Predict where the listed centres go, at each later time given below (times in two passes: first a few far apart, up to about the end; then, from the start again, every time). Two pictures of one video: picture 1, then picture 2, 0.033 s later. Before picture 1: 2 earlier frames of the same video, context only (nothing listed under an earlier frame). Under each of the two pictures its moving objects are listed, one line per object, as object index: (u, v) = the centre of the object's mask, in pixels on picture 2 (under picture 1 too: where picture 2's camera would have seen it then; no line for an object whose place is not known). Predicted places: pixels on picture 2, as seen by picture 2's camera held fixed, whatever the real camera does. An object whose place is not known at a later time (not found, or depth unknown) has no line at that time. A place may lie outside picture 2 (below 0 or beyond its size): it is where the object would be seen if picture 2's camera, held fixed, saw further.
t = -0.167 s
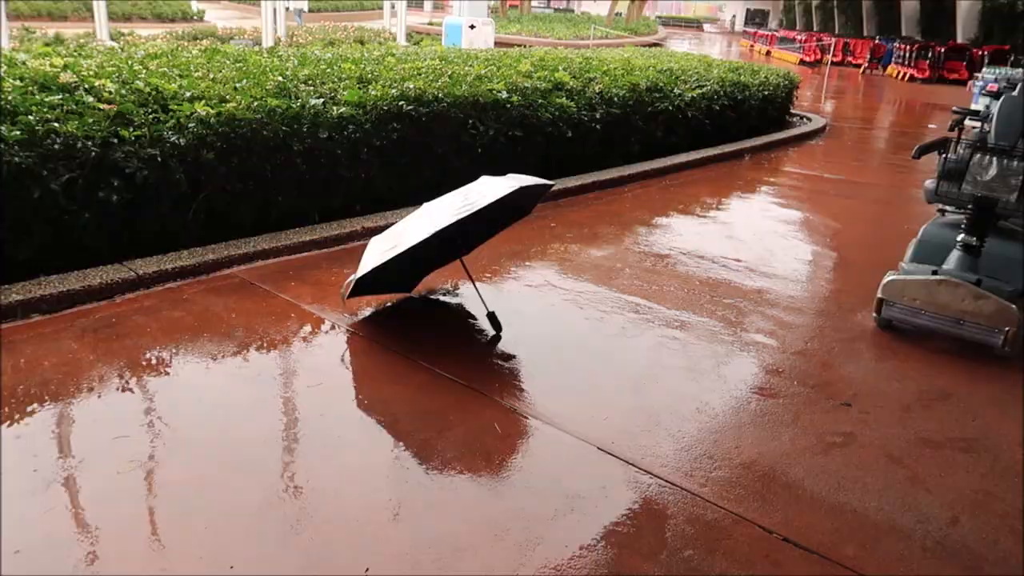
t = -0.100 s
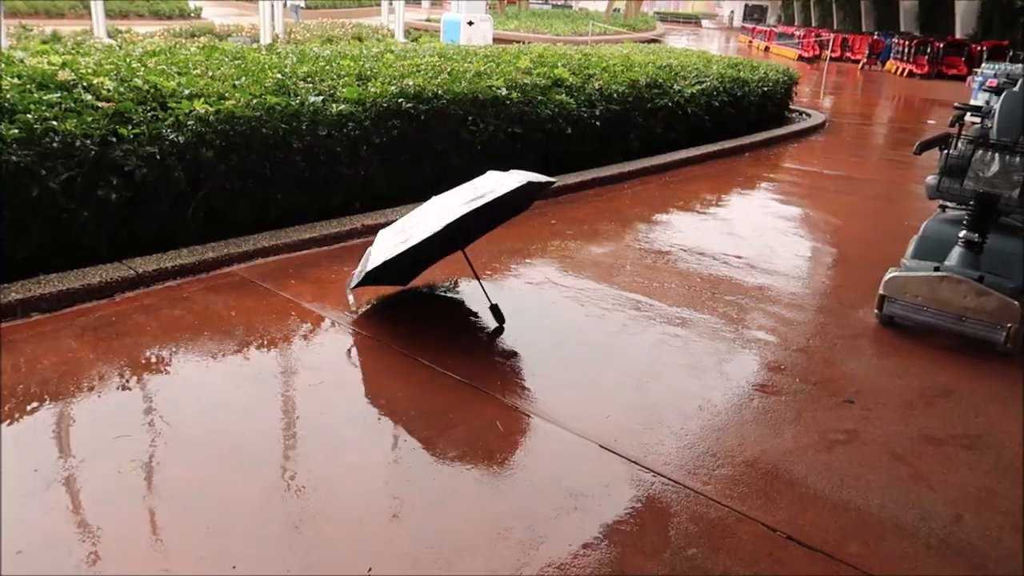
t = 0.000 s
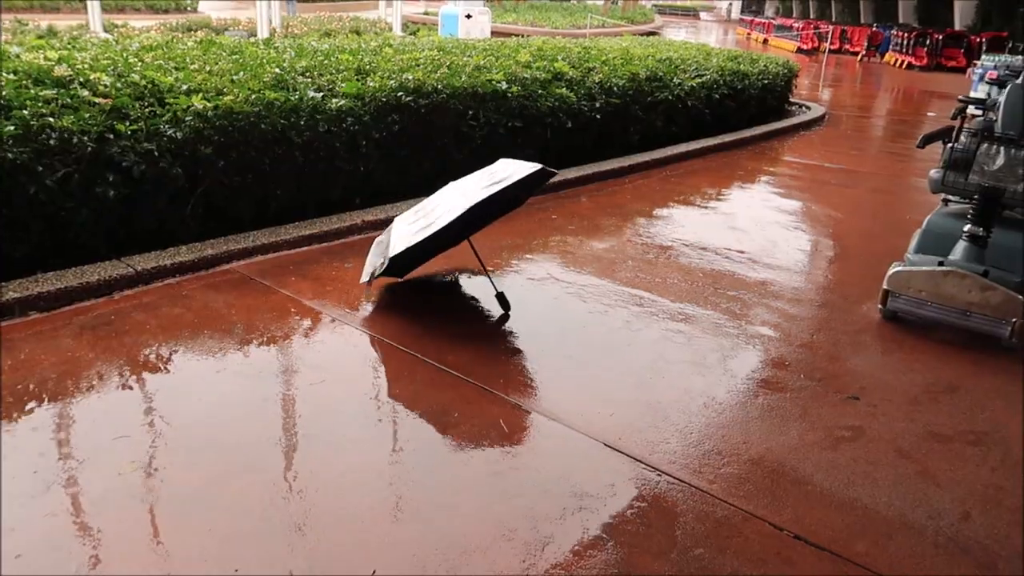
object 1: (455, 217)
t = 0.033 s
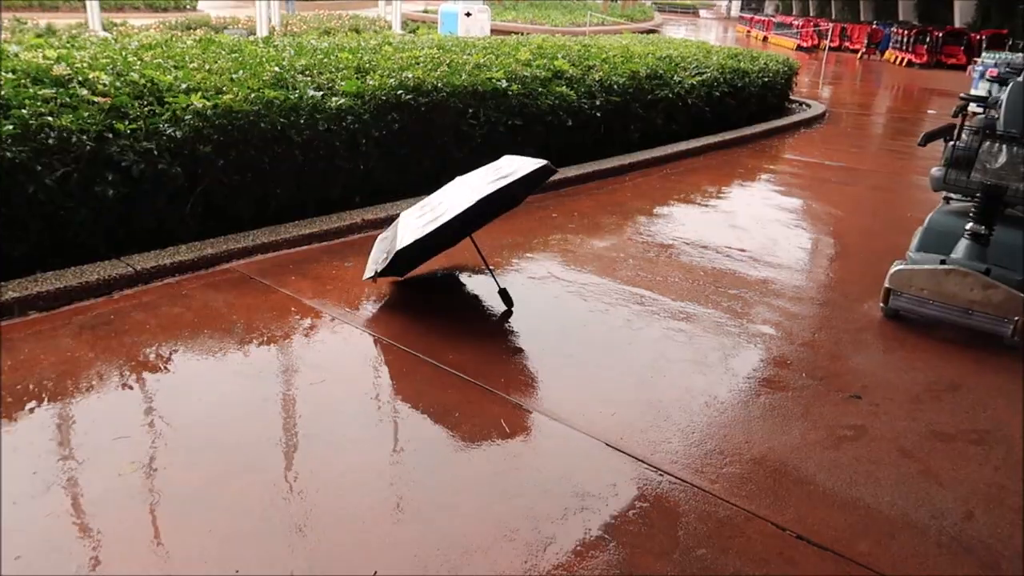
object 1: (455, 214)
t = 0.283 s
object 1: (483, 204)
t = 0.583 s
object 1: (517, 196)
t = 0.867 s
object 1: (538, 189)
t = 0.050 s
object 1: (456, 213)
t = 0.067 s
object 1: (459, 214)
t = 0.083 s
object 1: (459, 211)
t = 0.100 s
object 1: (461, 210)
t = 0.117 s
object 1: (463, 209)
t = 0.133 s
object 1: (465, 208)
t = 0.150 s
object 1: (467, 207)
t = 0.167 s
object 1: (470, 209)
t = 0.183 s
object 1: (471, 205)
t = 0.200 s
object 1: (474, 207)
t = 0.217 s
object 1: (478, 205)
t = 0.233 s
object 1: (480, 204)
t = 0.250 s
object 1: (481, 204)
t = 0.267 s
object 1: (481, 202)
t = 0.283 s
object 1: (483, 204)
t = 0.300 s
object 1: (485, 202)
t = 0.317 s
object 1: (486, 202)
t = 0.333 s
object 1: (488, 202)
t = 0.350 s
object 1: (490, 201)
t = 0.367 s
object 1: (493, 200)
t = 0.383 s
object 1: (494, 197)
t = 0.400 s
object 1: (497, 199)
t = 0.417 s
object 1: (499, 199)
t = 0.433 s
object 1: (501, 198)
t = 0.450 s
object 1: (502, 196)
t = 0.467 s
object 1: (504, 196)
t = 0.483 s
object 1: (506, 196)
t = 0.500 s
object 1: (508, 195)
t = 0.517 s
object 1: (510, 197)
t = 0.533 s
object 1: (512, 197)
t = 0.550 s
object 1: (513, 197)
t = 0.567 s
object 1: (515, 196)
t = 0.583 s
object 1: (517, 196)
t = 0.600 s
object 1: (518, 195)
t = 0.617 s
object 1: (519, 194)
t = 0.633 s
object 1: (520, 193)
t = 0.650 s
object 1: (520, 191)
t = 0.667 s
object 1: (522, 193)
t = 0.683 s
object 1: (523, 192)
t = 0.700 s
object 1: (525, 191)
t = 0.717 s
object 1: (526, 191)
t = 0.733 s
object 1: (528, 190)
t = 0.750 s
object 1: (529, 189)
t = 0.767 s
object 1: (531, 189)
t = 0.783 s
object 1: (533, 189)
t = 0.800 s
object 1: (534, 189)
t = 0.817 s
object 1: (535, 189)
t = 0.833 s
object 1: (535, 188)
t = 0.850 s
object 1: (536, 188)
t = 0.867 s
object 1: (538, 189)
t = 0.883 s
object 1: (538, 188)
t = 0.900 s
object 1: (539, 188)
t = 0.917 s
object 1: (540, 188)
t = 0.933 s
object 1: (541, 188)
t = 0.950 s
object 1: (541, 188)
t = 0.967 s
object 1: (543, 188)
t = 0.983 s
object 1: (544, 187)
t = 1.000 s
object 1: (546, 187)
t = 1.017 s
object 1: (547, 186)
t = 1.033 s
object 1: (547, 186)
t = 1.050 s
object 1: (548, 186)
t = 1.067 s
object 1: (549, 185)
